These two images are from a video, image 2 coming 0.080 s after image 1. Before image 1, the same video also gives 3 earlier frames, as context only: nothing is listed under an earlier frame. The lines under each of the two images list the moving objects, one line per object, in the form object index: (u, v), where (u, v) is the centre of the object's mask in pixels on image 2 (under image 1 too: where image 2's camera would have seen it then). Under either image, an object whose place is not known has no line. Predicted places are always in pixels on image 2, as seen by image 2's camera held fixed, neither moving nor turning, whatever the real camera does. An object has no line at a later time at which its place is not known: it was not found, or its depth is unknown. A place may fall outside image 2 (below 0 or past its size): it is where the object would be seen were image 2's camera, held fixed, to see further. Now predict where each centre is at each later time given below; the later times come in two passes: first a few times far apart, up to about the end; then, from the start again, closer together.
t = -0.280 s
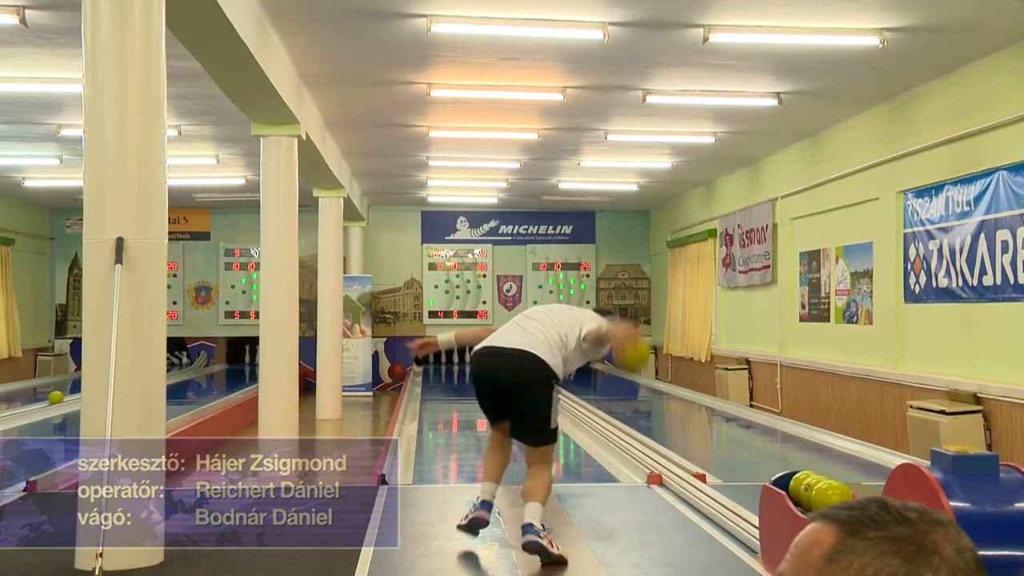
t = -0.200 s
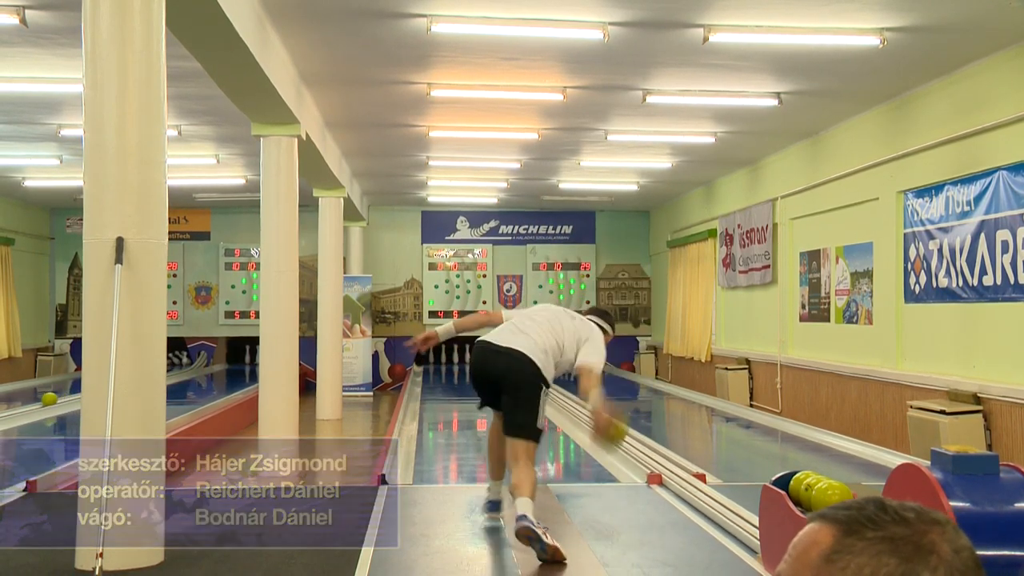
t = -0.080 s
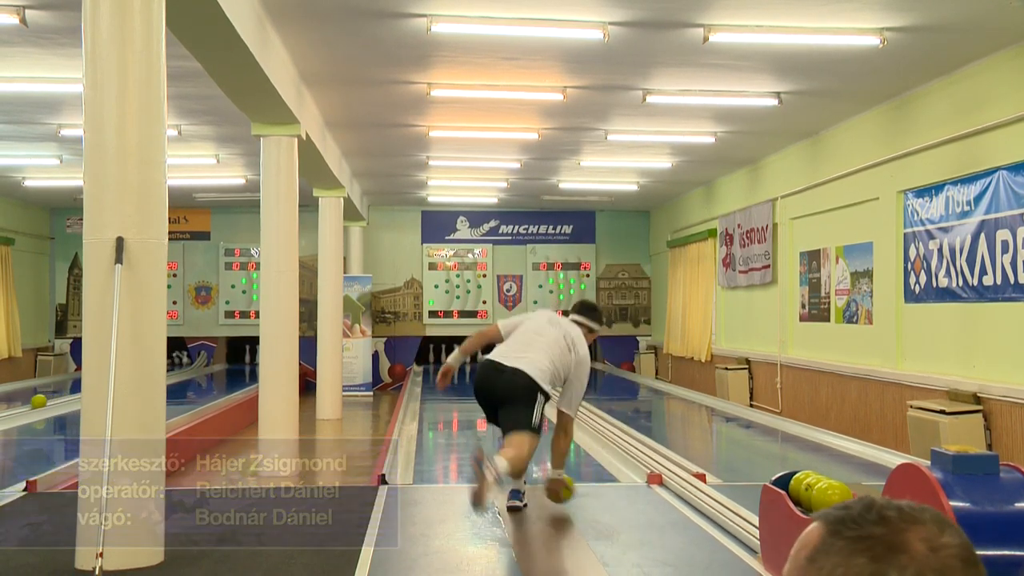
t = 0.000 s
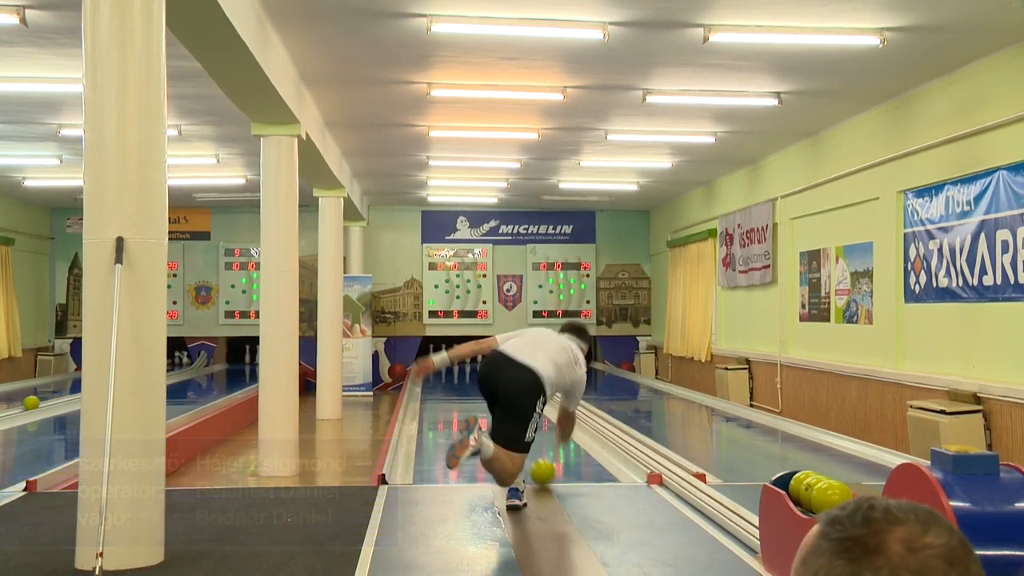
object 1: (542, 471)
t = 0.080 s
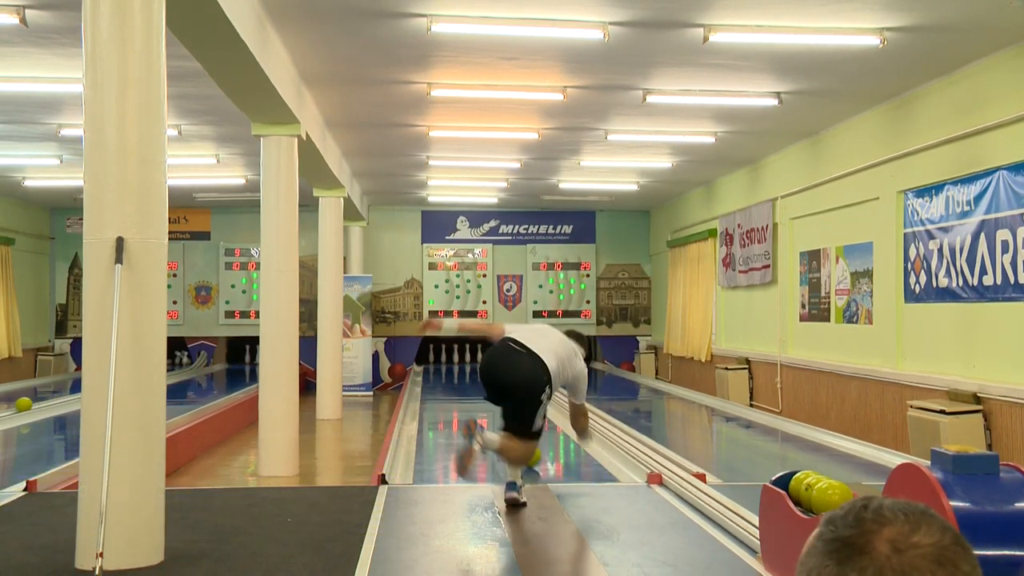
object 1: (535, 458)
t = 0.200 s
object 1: (522, 437)
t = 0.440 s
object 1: (495, 410)
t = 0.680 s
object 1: (482, 393)
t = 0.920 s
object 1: (475, 380)
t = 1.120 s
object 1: (470, 371)
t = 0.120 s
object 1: (526, 455)
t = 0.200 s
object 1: (522, 437)
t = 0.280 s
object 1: (502, 425)
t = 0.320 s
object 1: (502, 421)
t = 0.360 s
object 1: (500, 417)
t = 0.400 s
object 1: (497, 414)
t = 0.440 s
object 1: (495, 410)
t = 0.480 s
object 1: (492, 407)
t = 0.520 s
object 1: (490, 403)
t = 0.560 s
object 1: (487, 400)
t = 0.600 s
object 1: (486, 398)
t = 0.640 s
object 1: (484, 395)
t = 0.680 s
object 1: (482, 393)
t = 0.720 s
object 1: (481, 391)
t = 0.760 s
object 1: (479, 388)
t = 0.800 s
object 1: (478, 386)
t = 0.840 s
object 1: (477, 384)
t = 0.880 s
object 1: (476, 382)
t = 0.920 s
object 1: (475, 380)
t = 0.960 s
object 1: (474, 377)
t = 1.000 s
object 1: (473, 373)
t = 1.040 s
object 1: (473, 371)
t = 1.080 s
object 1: (472, 370)
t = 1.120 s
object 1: (470, 371)
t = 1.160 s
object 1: (469, 370)
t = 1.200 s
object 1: (468, 372)
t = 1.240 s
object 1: (467, 372)
